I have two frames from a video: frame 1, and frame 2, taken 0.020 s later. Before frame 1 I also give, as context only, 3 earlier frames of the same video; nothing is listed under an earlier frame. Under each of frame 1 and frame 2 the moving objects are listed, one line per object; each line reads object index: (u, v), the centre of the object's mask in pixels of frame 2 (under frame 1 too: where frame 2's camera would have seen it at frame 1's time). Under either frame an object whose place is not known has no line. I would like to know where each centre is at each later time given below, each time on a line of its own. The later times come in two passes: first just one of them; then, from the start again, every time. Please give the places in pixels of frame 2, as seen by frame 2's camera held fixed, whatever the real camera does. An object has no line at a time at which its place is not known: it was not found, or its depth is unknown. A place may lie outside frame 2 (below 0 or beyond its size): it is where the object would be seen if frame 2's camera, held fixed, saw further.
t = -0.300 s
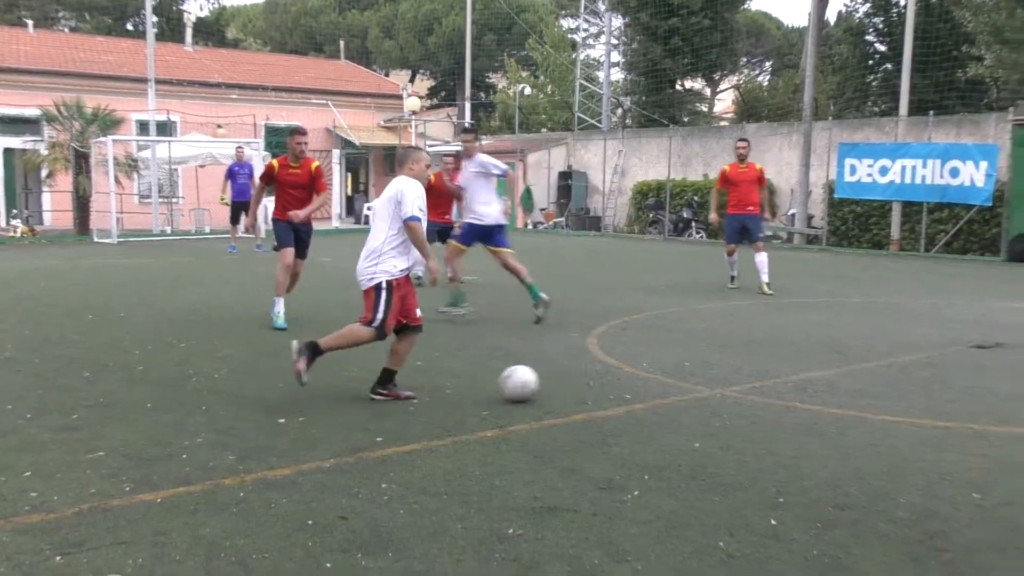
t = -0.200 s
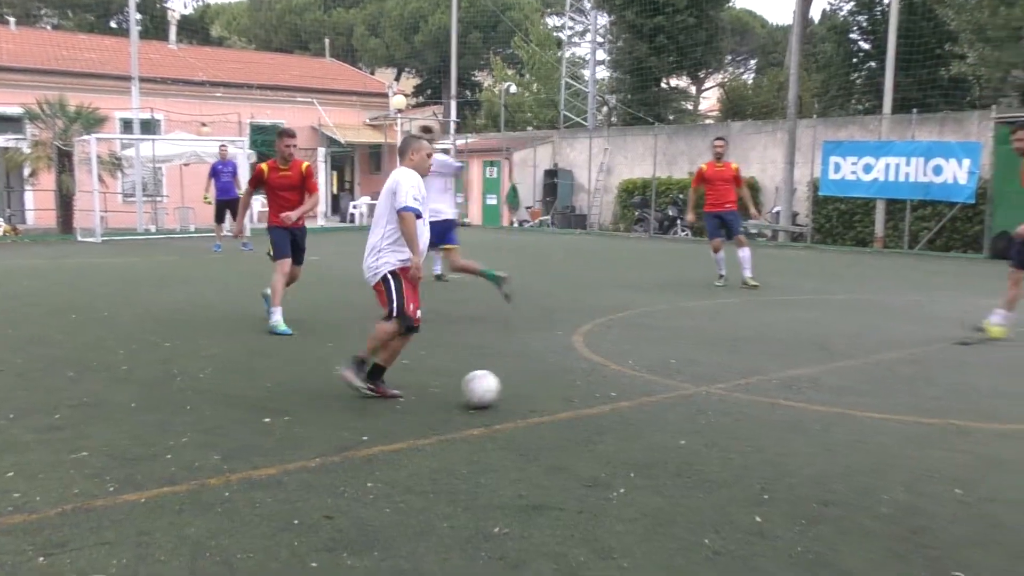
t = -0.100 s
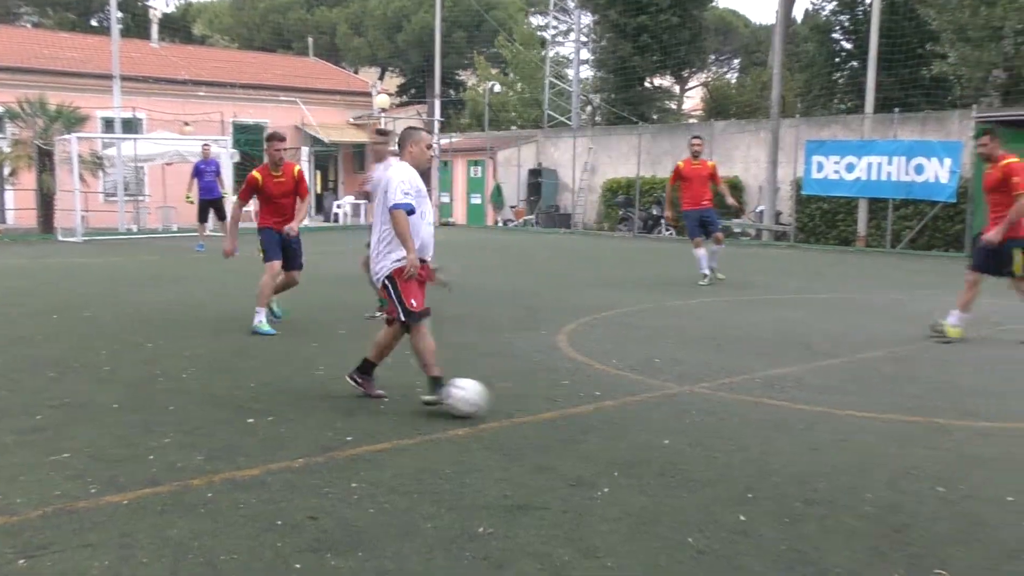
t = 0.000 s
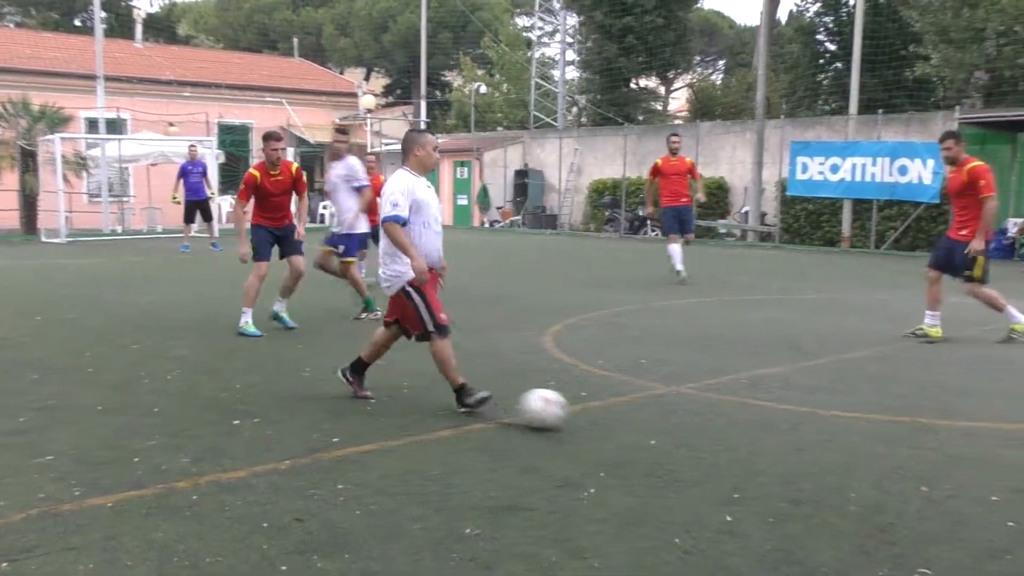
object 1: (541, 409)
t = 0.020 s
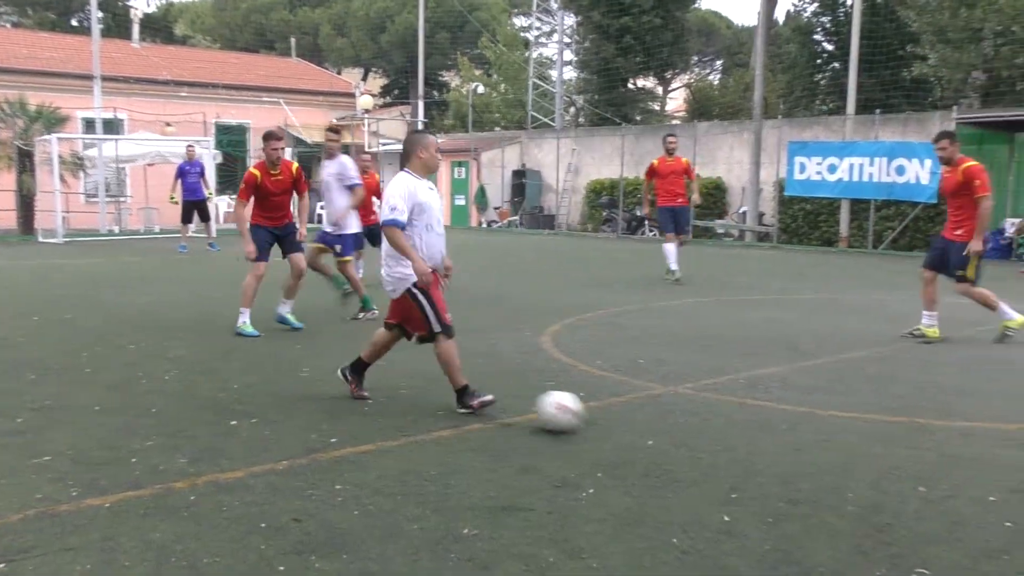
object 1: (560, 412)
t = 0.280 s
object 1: (780, 439)
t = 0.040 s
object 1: (577, 413)
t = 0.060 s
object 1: (595, 414)
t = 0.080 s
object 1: (612, 416)
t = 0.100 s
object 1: (630, 419)
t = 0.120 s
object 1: (647, 422)
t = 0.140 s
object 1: (665, 424)
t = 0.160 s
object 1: (683, 426)
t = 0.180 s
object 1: (700, 428)
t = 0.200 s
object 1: (715, 431)
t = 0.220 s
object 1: (731, 432)
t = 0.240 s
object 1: (748, 434)
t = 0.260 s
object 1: (764, 437)
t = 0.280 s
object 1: (780, 439)
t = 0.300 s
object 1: (795, 440)
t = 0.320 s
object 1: (810, 442)
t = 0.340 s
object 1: (826, 445)
